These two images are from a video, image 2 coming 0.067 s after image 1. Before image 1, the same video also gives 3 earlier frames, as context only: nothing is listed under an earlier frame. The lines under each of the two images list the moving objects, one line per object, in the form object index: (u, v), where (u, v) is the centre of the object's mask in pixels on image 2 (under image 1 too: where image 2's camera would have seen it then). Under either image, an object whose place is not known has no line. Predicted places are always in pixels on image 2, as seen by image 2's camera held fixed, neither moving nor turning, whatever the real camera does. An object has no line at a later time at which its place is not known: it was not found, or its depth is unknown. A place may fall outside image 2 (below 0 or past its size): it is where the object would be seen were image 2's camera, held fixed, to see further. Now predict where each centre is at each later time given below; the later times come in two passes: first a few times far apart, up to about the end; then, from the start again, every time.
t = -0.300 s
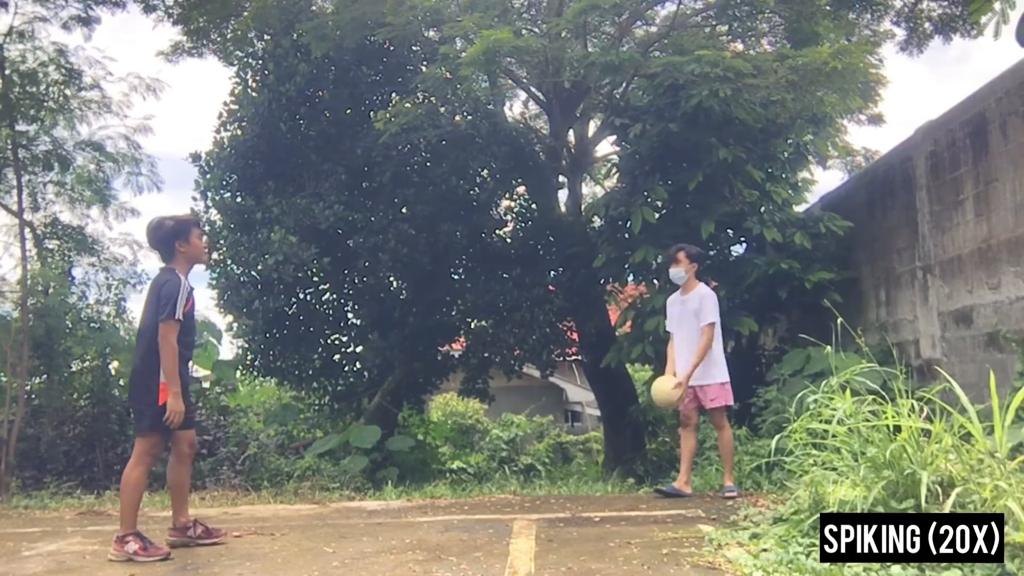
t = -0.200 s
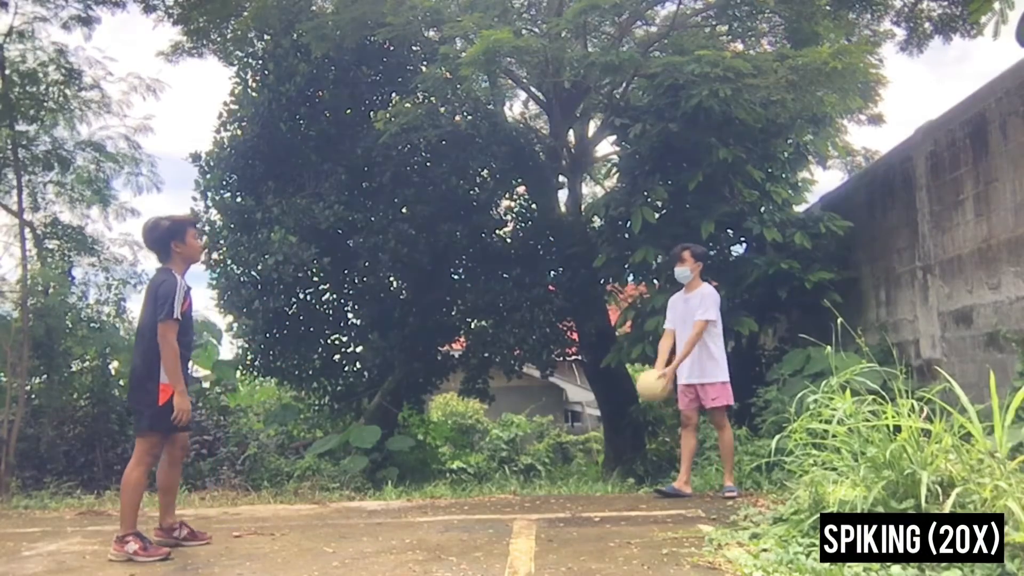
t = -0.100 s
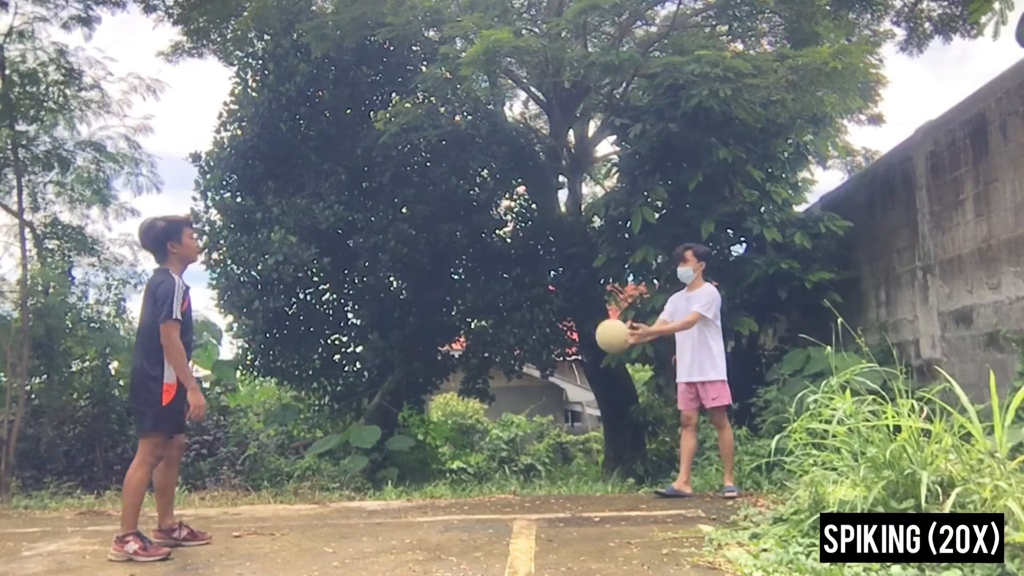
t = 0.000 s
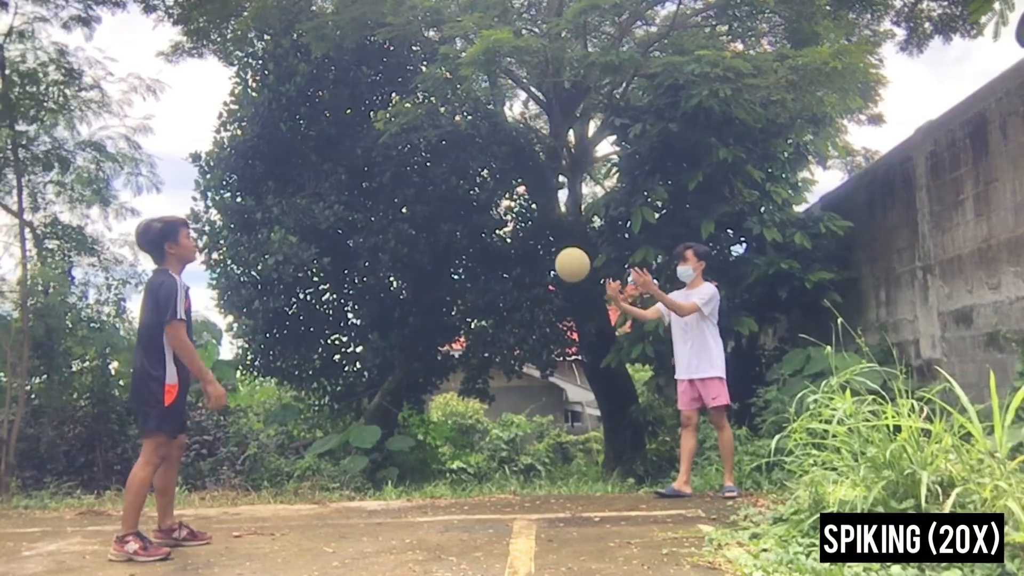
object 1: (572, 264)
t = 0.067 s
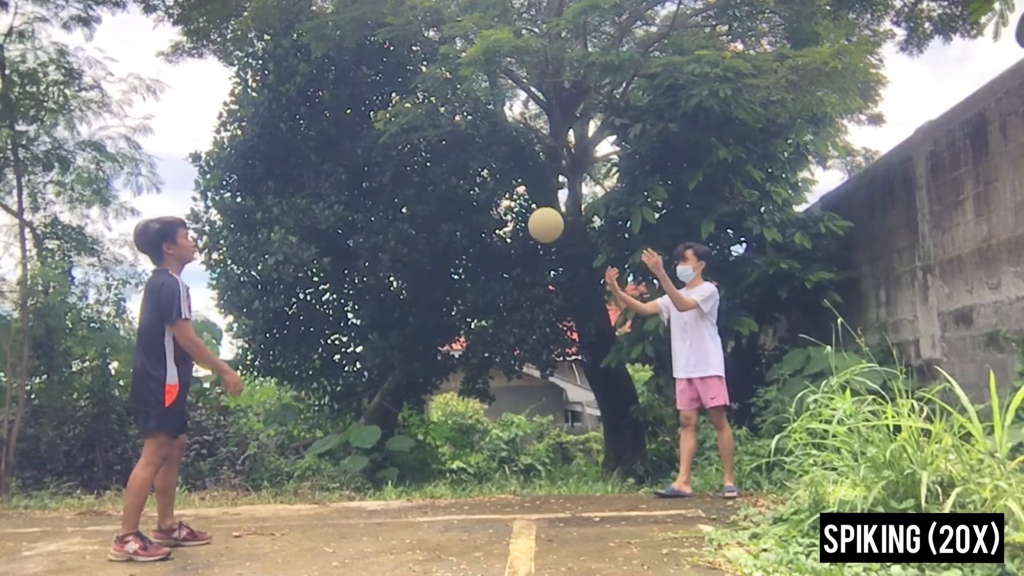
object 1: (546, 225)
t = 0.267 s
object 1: (465, 142)
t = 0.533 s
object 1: (350, 129)
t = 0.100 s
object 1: (532, 207)
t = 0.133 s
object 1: (519, 191)
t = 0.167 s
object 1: (505, 176)
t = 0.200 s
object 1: (492, 164)
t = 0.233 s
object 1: (479, 152)
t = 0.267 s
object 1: (465, 142)
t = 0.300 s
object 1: (451, 134)
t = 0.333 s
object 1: (438, 128)
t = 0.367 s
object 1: (423, 124)
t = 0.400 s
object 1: (409, 121)
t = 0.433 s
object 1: (395, 120)
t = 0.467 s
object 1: (380, 121)
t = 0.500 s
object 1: (365, 124)
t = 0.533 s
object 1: (350, 129)
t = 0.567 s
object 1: (334, 137)
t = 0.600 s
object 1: (319, 146)
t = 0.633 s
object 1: (302, 158)
